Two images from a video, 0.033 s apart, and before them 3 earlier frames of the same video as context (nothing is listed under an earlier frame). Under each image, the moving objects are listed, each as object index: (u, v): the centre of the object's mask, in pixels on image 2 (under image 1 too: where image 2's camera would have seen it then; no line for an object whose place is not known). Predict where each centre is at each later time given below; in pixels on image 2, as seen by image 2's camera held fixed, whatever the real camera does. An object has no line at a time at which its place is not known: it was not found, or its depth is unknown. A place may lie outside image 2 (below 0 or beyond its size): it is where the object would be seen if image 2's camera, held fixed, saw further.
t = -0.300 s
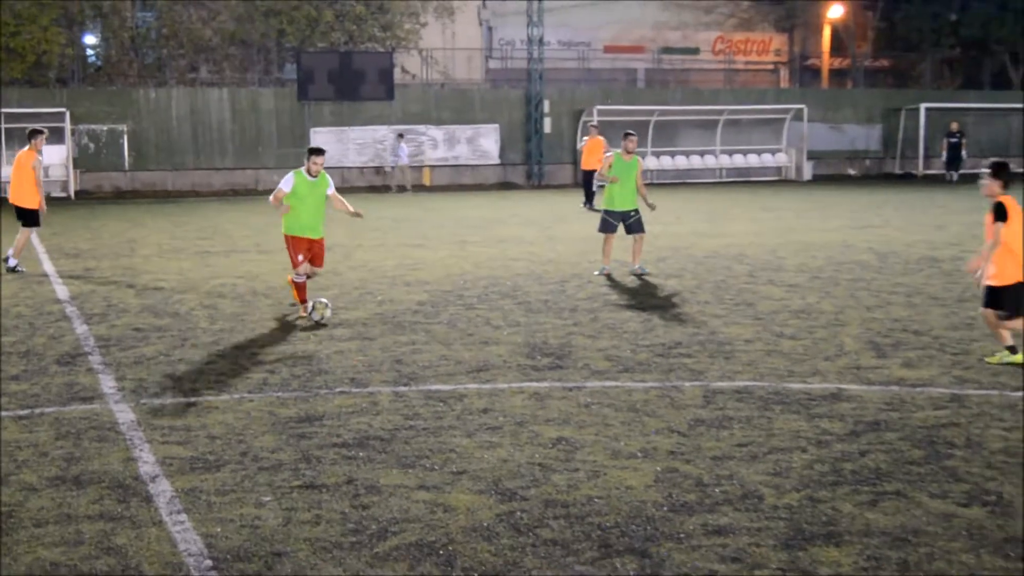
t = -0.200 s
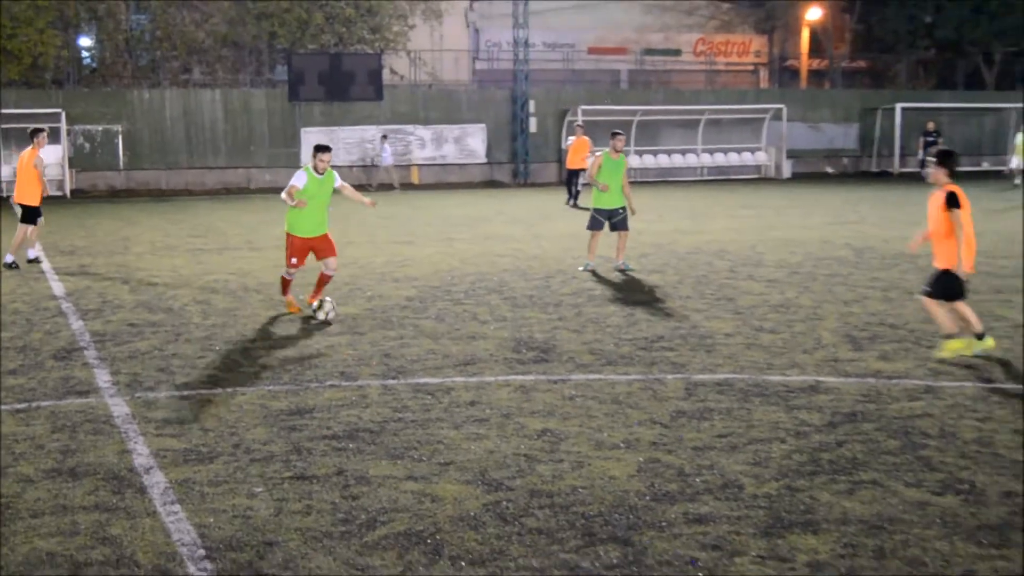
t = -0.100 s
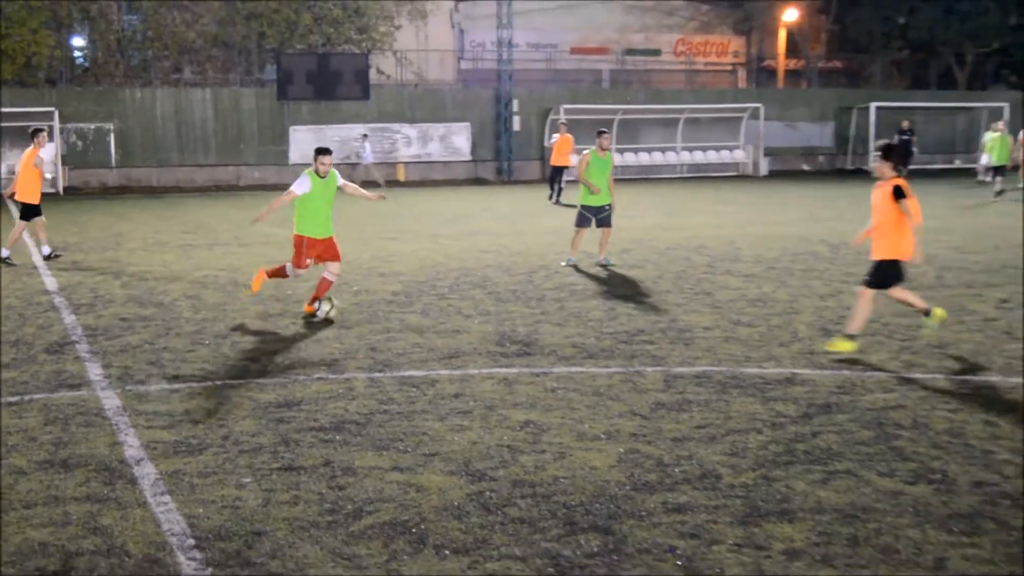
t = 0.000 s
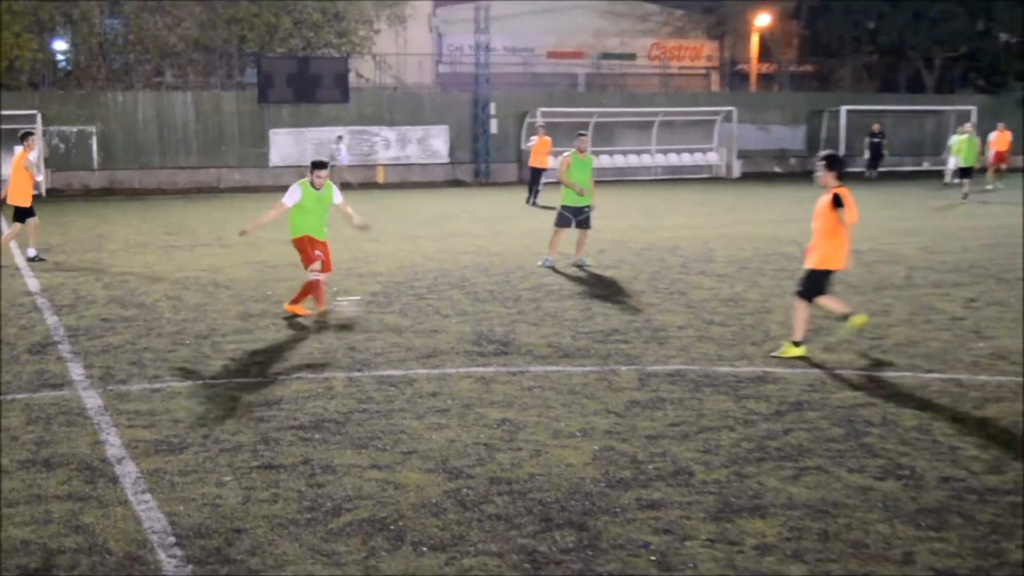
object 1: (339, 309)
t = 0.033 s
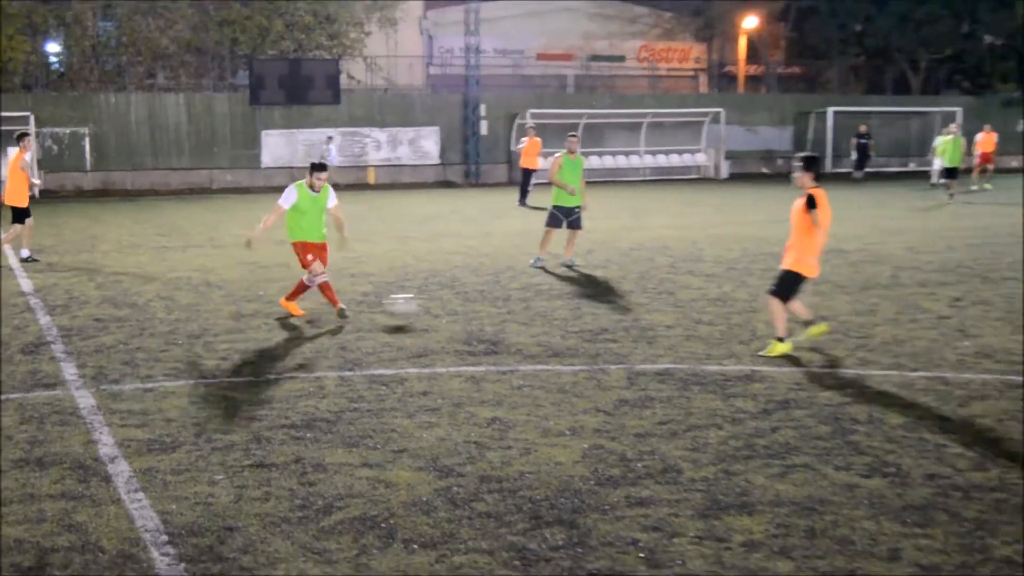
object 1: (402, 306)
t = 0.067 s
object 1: (464, 302)
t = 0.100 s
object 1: (496, 301)
